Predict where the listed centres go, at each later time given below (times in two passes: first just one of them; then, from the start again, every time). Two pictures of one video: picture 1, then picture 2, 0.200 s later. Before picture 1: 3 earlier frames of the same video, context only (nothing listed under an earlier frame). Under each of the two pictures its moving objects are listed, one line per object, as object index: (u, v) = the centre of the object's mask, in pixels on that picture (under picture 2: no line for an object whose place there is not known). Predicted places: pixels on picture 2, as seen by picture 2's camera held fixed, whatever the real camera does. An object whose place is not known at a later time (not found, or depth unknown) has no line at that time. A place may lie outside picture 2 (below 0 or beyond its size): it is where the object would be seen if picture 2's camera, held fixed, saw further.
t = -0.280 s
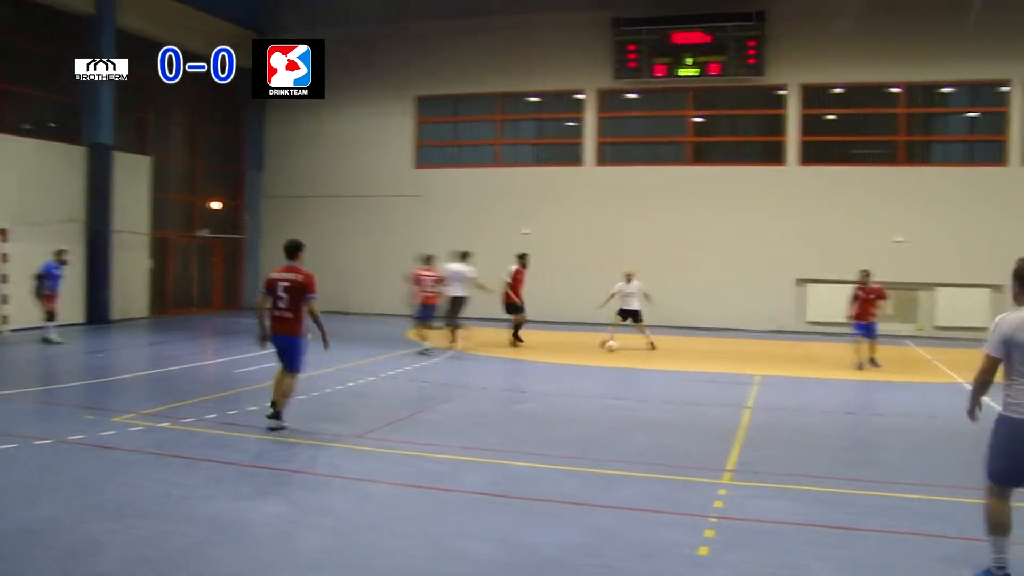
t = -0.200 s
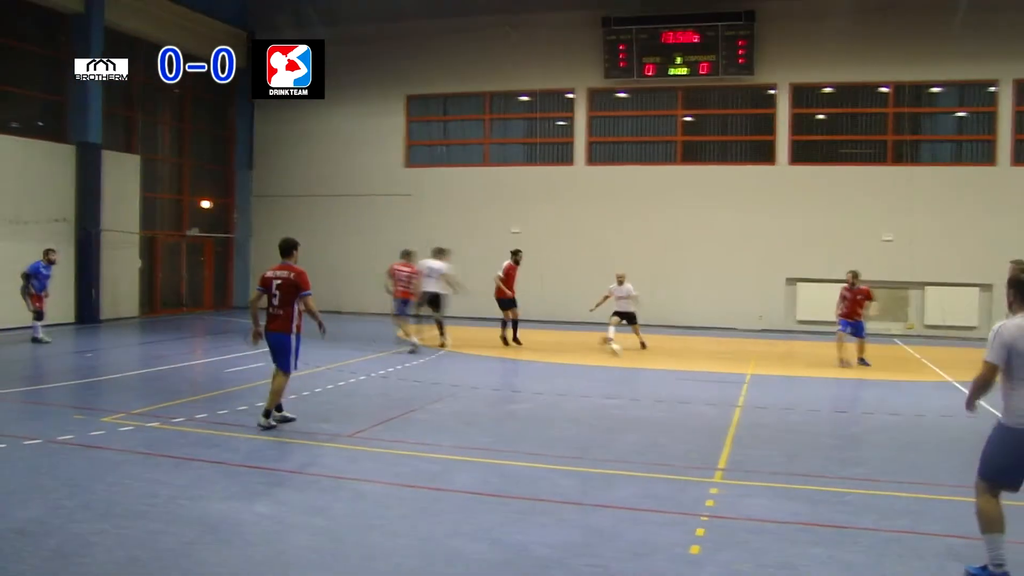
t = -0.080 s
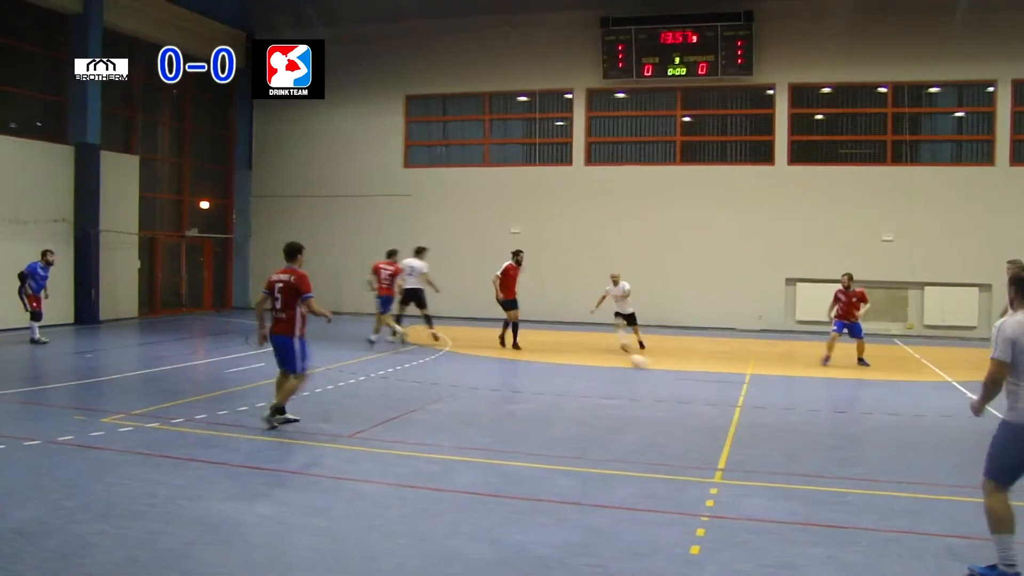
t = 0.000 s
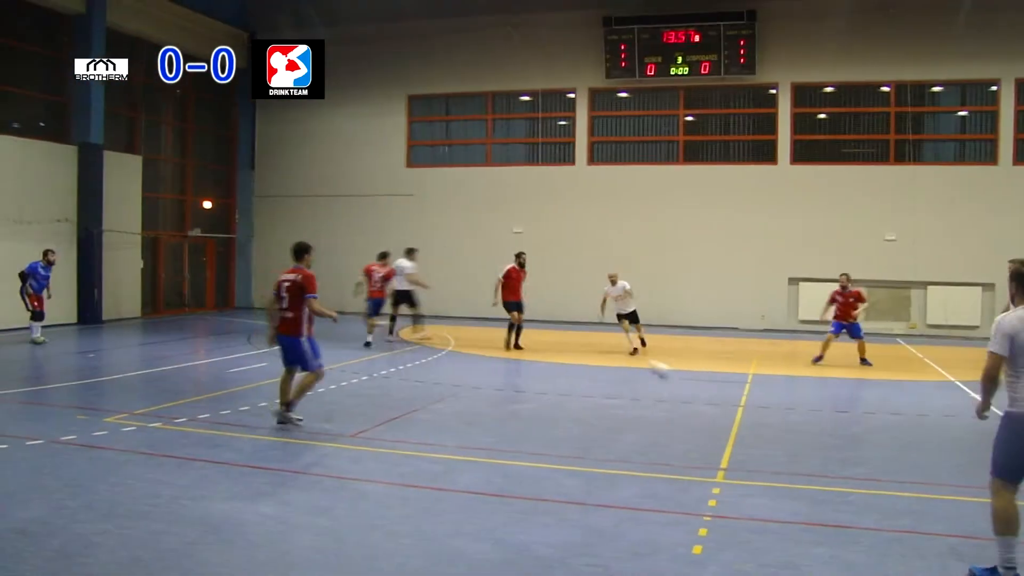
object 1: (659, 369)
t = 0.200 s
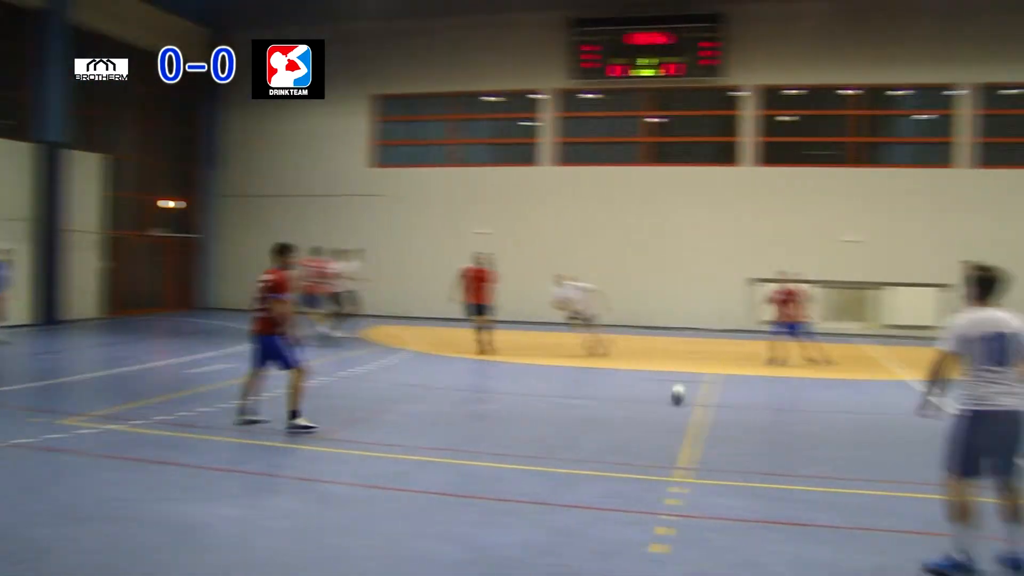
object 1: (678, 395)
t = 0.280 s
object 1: (700, 406)
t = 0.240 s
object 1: (689, 401)
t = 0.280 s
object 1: (700, 406)
